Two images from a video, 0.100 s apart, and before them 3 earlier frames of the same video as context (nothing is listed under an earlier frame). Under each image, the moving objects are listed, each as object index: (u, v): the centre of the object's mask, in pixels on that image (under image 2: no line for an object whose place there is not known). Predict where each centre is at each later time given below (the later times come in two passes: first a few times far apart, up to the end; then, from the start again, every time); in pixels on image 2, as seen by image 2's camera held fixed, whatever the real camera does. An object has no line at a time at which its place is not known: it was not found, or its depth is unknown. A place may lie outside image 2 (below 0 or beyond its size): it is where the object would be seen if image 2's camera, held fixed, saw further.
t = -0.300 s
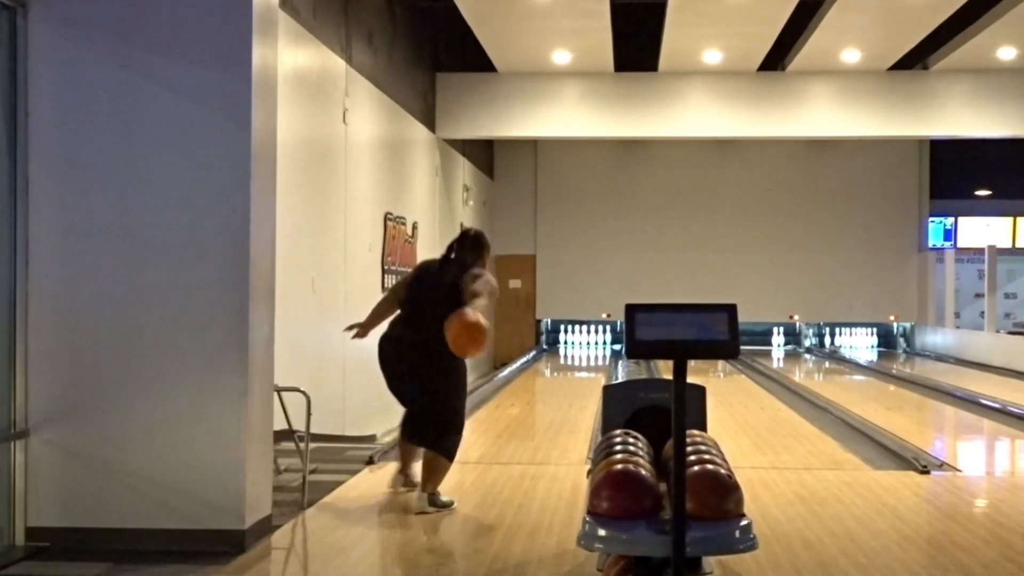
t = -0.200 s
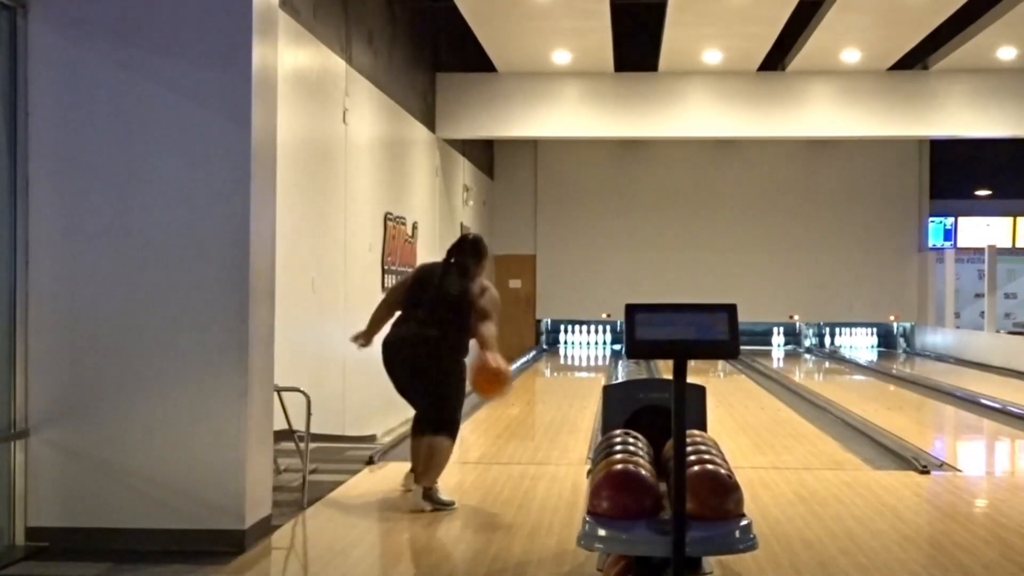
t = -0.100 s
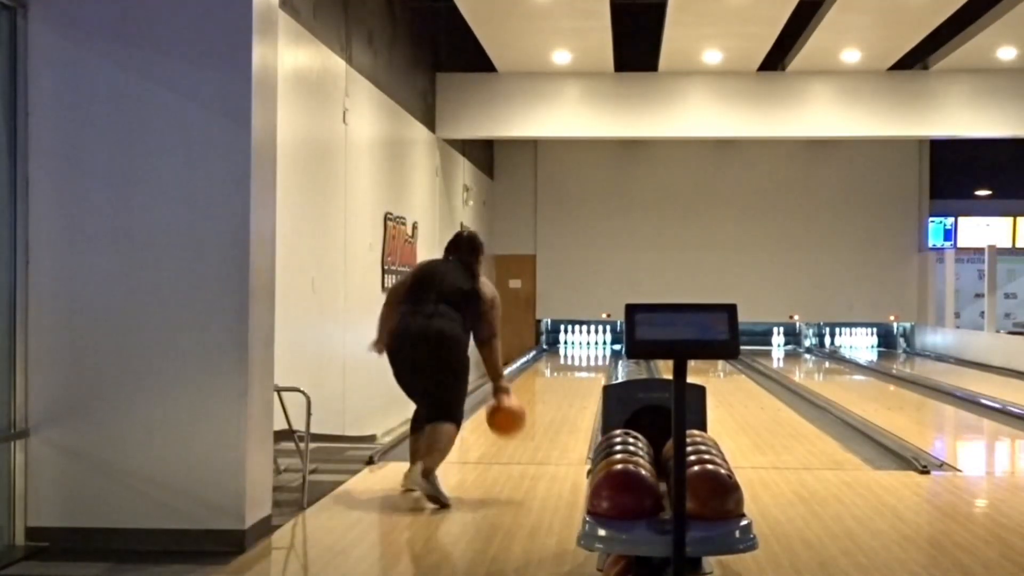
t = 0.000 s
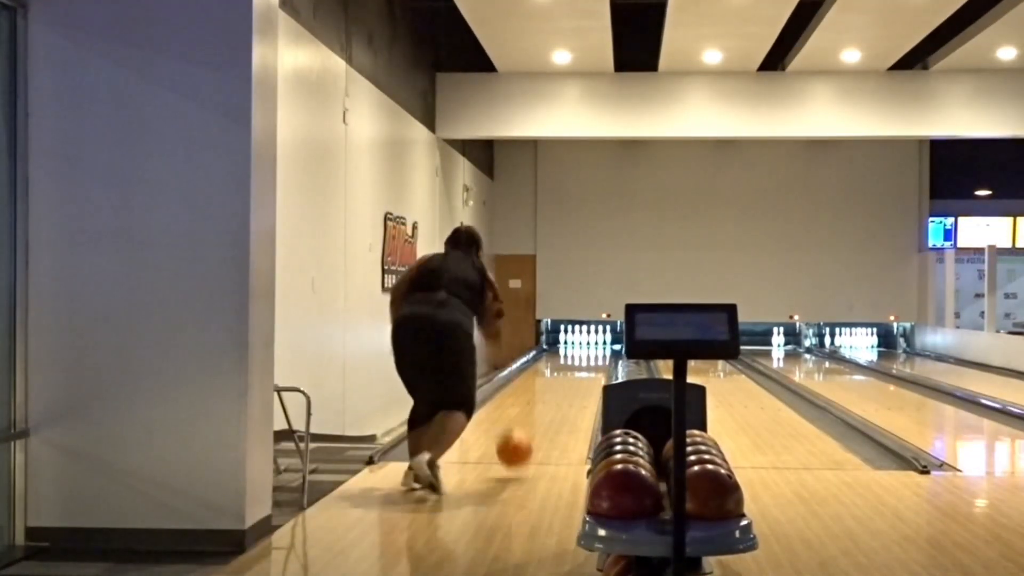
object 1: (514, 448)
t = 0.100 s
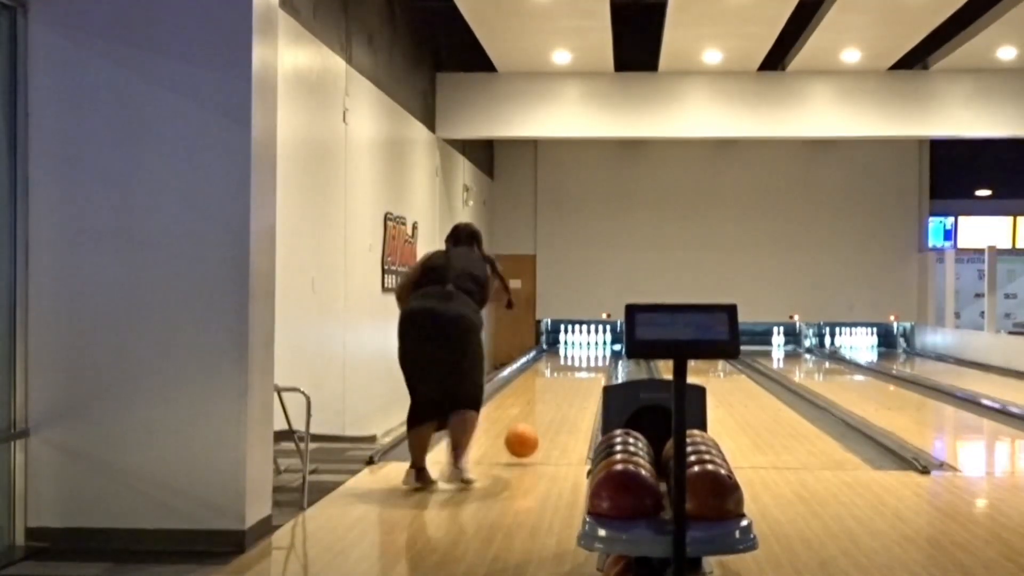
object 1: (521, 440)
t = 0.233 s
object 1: (529, 432)
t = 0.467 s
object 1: (538, 414)
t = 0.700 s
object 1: (546, 399)
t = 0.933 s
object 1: (551, 389)
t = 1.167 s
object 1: (556, 380)
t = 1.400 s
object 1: (559, 373)
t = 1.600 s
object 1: (561, 368)
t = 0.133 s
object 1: (523, 437)
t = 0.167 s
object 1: (525, 435)
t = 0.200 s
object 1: (527, 435)
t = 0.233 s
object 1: (529, 432)
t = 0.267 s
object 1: (530, 430)
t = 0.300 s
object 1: (532, 426)
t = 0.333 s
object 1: (534, 424)
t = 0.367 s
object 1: (535, 421)
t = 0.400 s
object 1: (536, 419)
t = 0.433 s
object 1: (537, 417)
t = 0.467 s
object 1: (538, 414)
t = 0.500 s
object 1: (540, 411)
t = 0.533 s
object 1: (540, 409)
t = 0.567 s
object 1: (541, 407)
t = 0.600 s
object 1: (543, 405)
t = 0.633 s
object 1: (544, 404)
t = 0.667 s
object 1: (545, 400)
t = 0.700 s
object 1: (546, 399)
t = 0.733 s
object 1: (547, 397)
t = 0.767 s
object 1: (548, 396)
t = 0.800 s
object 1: (549, 395)
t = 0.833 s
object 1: (549, 393)
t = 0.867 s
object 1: (550, 391)
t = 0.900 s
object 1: (551, 390)
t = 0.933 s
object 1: (551, 389)
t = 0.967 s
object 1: (552, 387)
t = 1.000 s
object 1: (553, 385)
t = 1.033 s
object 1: (553, 385)
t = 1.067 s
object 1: (554, 383)
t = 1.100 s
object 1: (555, 382)
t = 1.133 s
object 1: (555, 381)
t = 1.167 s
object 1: (556, 380)
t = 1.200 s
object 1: (556, 379)
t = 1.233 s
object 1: (557, 378)
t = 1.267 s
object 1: (558, 376)
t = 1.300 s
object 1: (558, 375)
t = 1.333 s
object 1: (559, 375)
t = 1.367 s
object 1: (559, 374)
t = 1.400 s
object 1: (559, 373)
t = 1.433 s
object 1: (560, 372)
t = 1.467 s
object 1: (560, 371)
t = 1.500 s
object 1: (561, 370)
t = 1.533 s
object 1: (561, 370)
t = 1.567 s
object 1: (561, 369)
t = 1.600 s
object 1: (561, 368)
